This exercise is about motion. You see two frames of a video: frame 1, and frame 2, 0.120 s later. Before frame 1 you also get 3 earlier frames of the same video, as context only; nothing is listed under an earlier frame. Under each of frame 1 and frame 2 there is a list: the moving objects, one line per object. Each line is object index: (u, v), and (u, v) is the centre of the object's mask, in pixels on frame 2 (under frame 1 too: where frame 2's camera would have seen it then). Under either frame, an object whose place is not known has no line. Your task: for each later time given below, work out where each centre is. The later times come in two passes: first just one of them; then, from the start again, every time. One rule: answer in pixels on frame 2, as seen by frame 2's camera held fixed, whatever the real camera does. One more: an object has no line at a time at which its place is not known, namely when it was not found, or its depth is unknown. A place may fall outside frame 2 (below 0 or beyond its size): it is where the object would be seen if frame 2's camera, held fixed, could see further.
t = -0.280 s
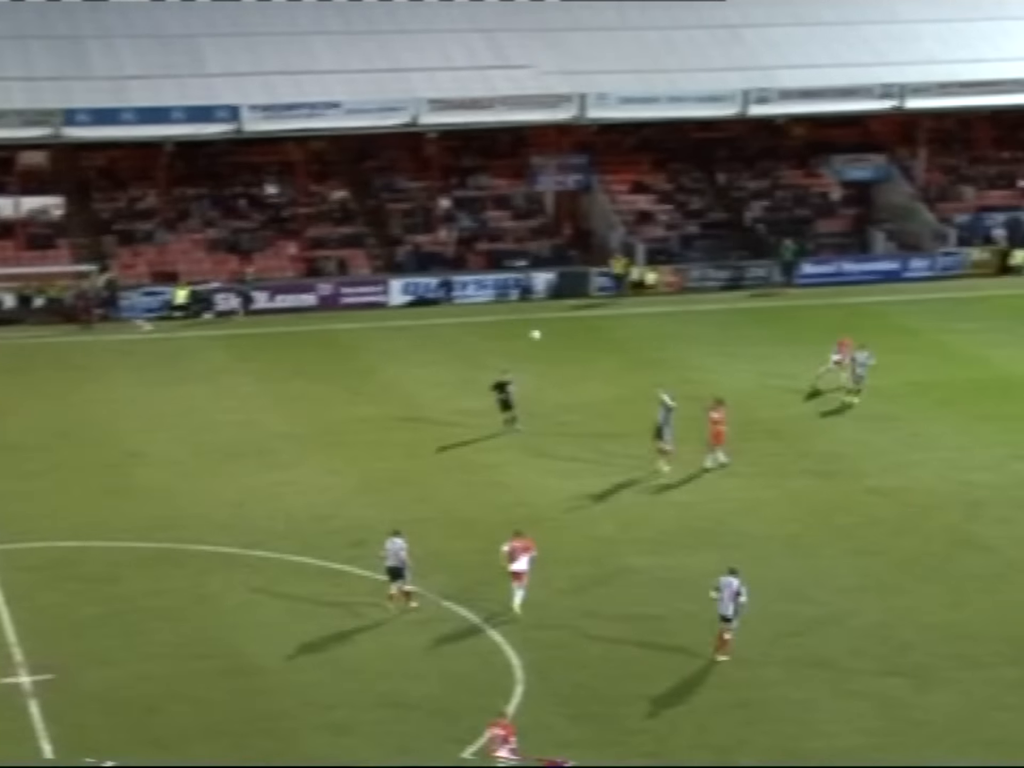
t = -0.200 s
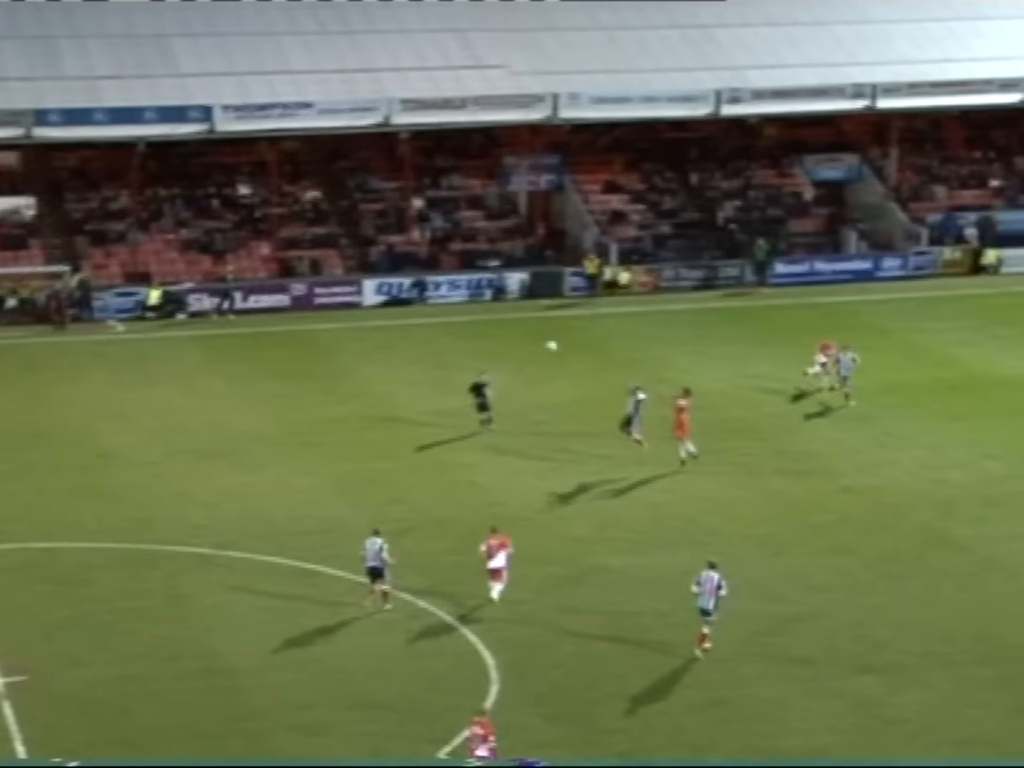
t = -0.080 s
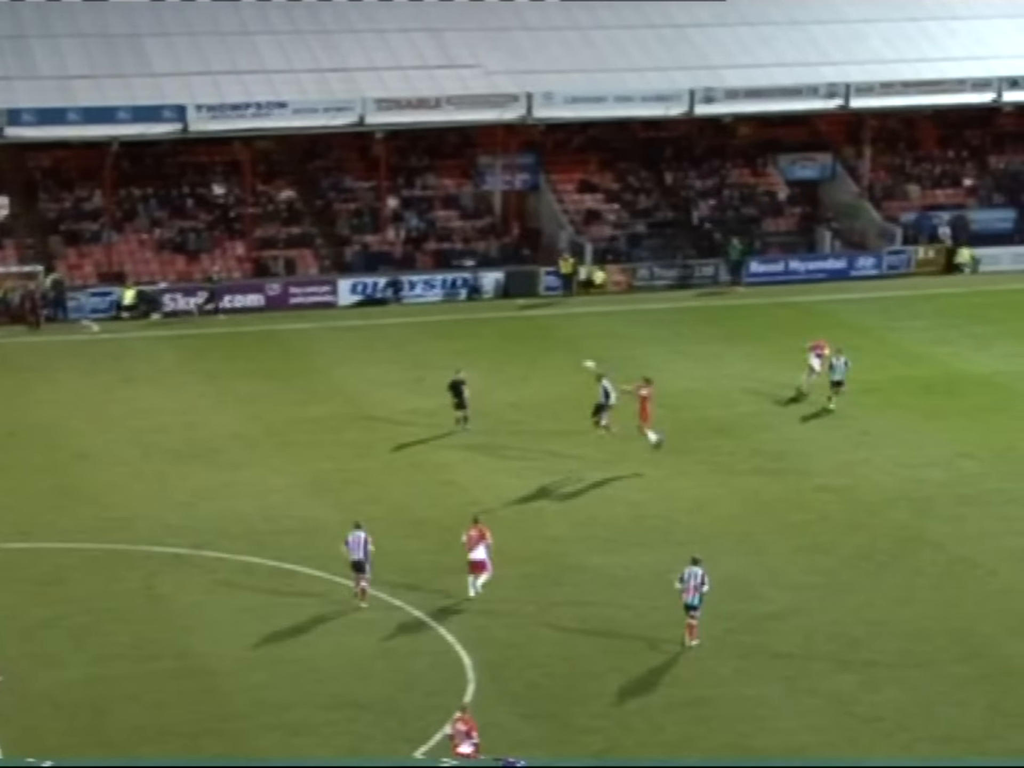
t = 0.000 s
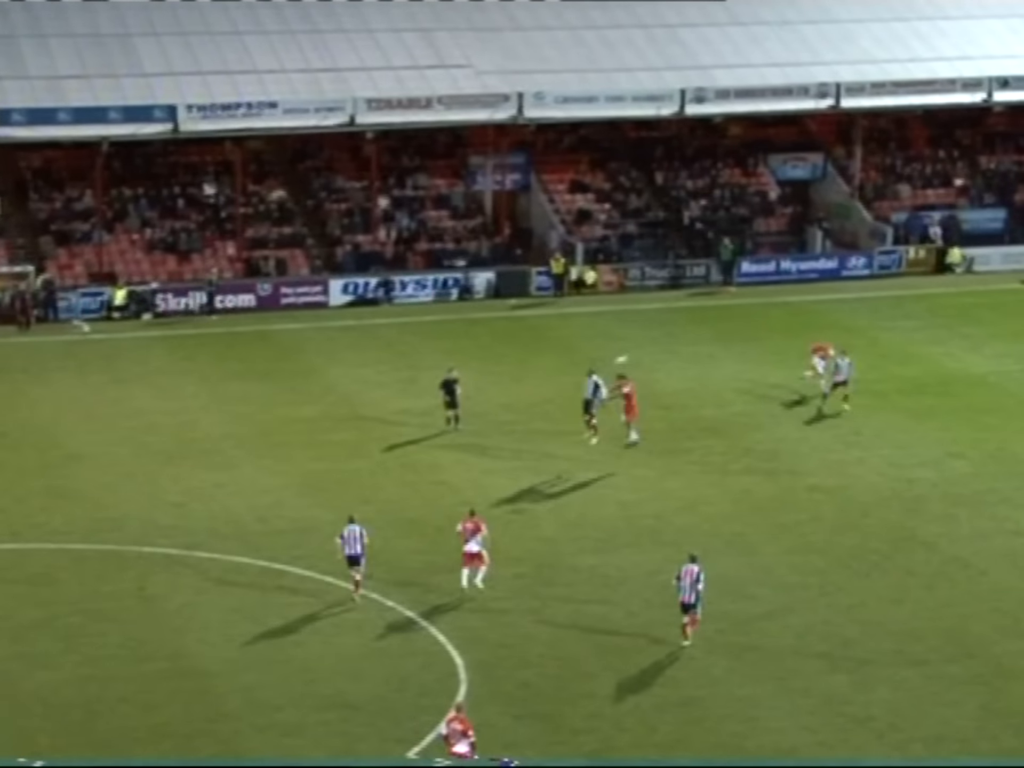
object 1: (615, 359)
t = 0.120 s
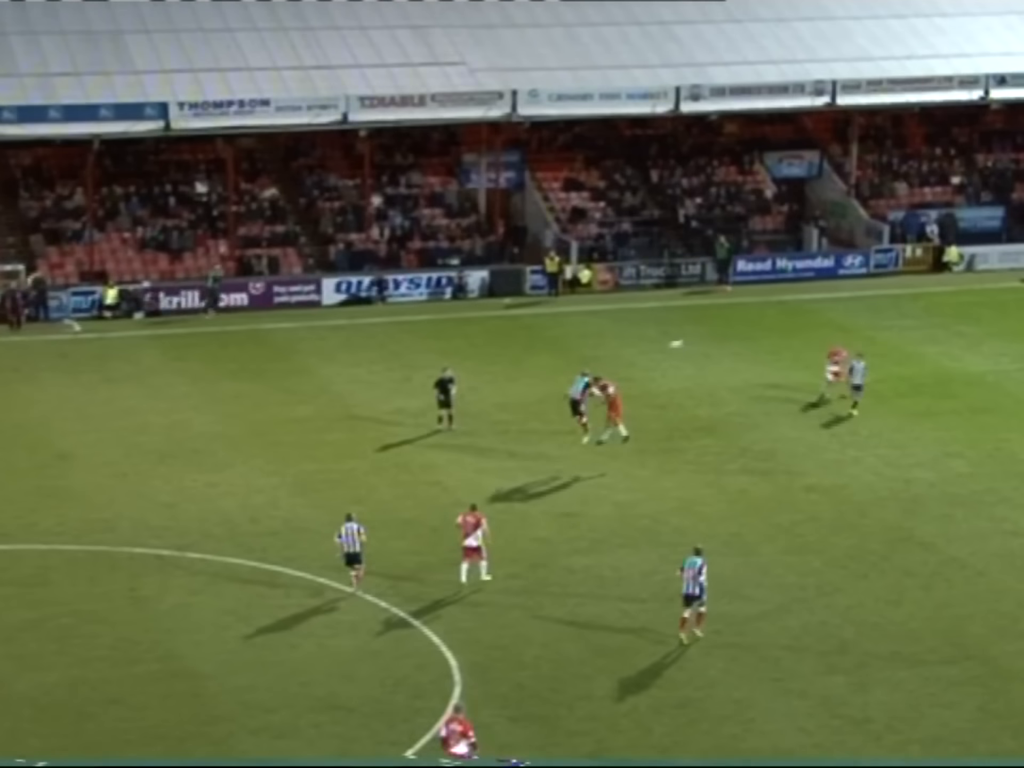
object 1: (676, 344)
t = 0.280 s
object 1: (755, 334)
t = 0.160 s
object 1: (696, 340)
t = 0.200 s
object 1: (716, 337)
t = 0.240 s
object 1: (735, 335)
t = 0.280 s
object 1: (755, 334)
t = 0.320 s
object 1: (774, 333)
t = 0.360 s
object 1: (793, 332)
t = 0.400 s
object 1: (813, 332)
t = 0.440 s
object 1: (831, 333)
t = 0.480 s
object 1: (850, 334)
